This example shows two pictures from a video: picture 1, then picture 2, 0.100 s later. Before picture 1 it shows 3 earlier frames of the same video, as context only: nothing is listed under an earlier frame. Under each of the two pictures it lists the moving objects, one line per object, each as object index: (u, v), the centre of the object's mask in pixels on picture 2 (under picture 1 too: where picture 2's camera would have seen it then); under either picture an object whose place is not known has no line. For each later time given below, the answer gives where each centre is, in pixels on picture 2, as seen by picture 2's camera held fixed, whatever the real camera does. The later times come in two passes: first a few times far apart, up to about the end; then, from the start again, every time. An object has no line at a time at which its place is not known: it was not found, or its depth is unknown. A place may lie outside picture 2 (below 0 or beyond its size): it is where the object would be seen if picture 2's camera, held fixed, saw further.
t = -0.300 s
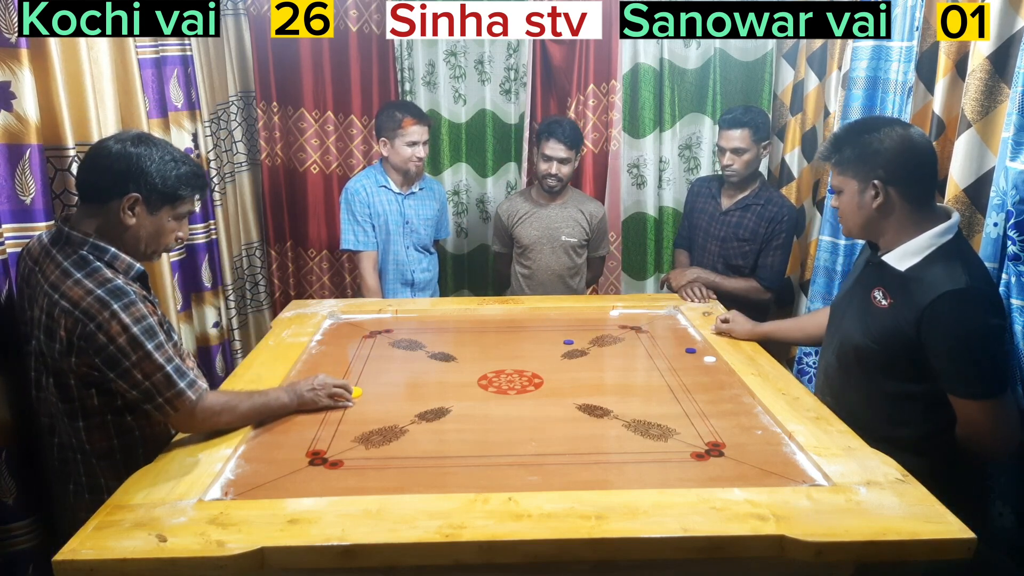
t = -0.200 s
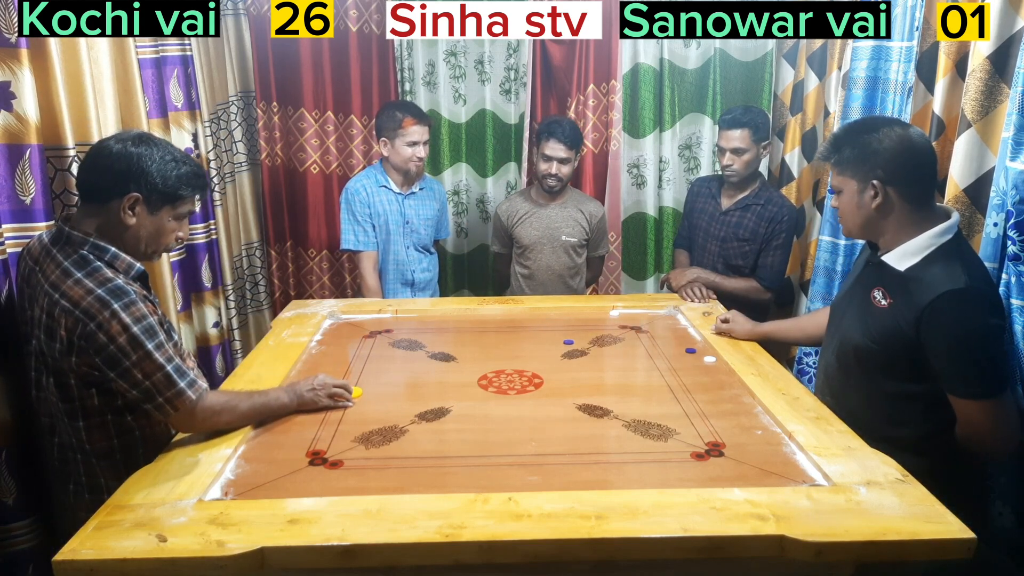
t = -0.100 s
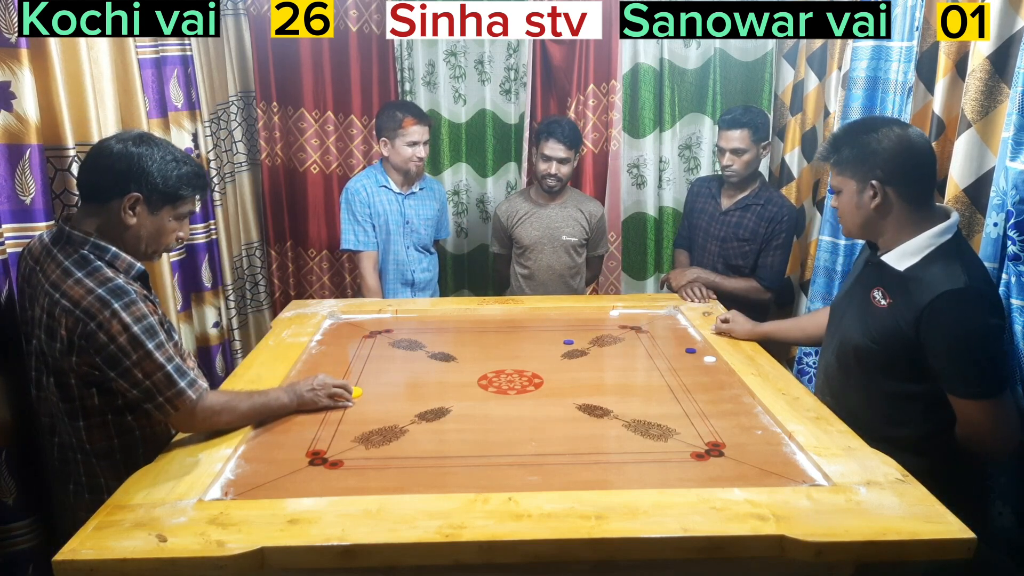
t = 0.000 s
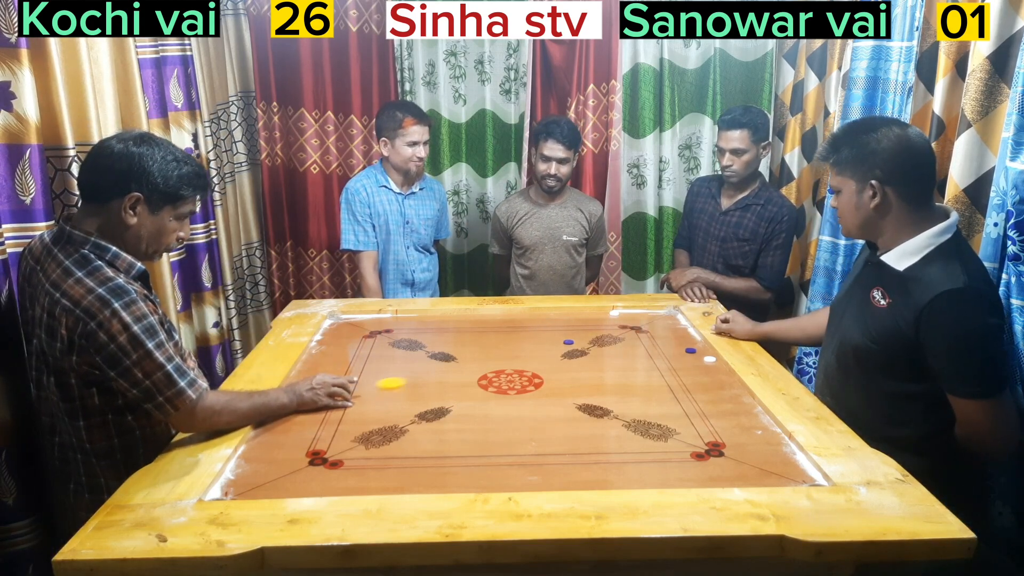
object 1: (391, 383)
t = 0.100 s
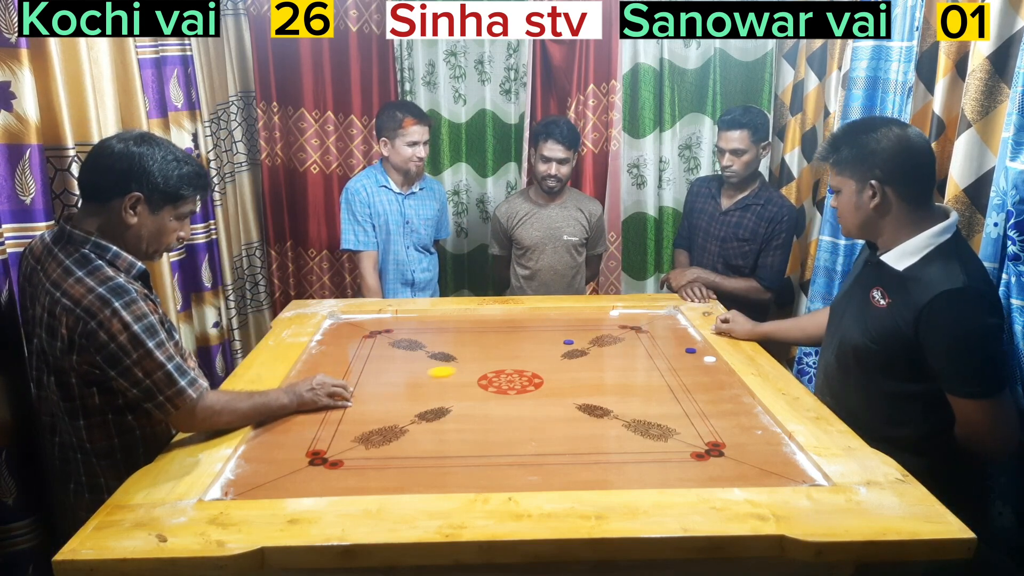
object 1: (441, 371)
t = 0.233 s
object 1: (499, 359)
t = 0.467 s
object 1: (571, 343)
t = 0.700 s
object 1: (608, 337)
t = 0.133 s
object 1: (457, 368)
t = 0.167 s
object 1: (472, 365)
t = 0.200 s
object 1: (486, 362)
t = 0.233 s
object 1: (499, 359)
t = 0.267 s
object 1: (511, 356)
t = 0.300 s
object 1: (523, 353)
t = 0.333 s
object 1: (535, 351)
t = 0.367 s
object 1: (545, 348)
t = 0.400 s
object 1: (556, 346)
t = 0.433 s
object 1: (564, 344)
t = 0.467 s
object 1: (571, 343)
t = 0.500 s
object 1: (577, 342)
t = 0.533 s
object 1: (583, 341)
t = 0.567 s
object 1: (589, 340)
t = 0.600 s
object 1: (594, 339)
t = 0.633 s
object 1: (598, 338)
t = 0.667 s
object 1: (604, 337)
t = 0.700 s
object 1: (608, 337)
